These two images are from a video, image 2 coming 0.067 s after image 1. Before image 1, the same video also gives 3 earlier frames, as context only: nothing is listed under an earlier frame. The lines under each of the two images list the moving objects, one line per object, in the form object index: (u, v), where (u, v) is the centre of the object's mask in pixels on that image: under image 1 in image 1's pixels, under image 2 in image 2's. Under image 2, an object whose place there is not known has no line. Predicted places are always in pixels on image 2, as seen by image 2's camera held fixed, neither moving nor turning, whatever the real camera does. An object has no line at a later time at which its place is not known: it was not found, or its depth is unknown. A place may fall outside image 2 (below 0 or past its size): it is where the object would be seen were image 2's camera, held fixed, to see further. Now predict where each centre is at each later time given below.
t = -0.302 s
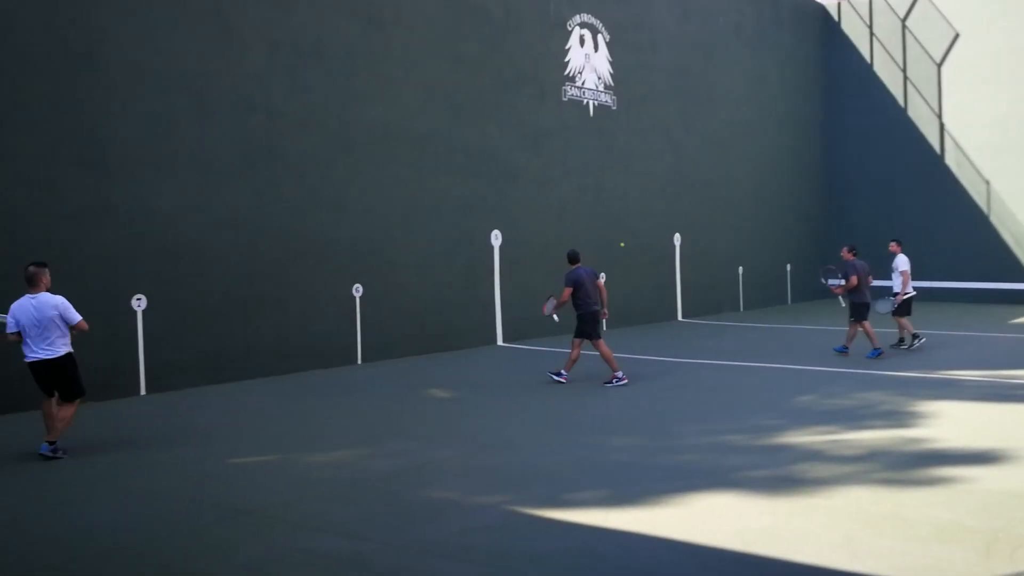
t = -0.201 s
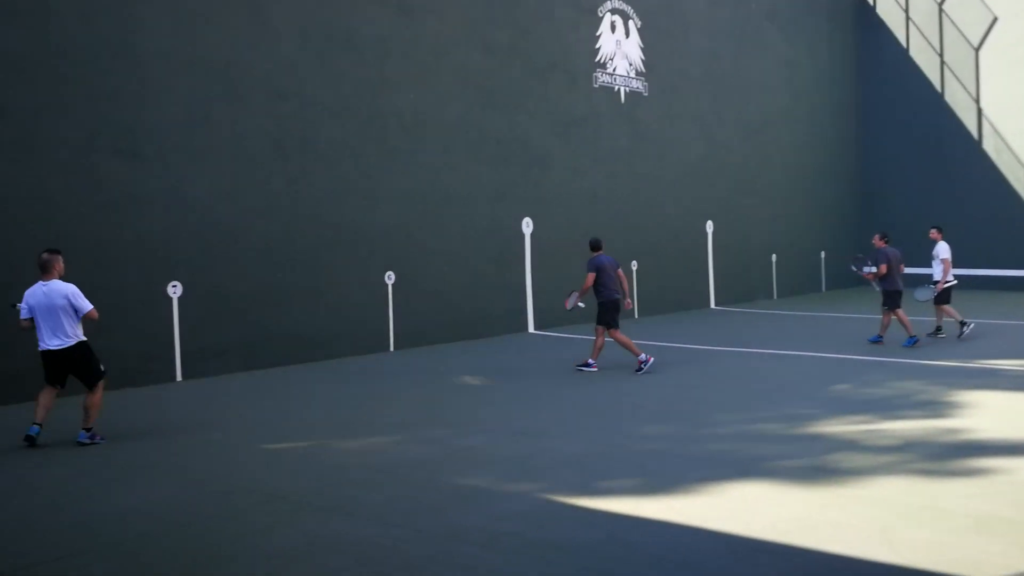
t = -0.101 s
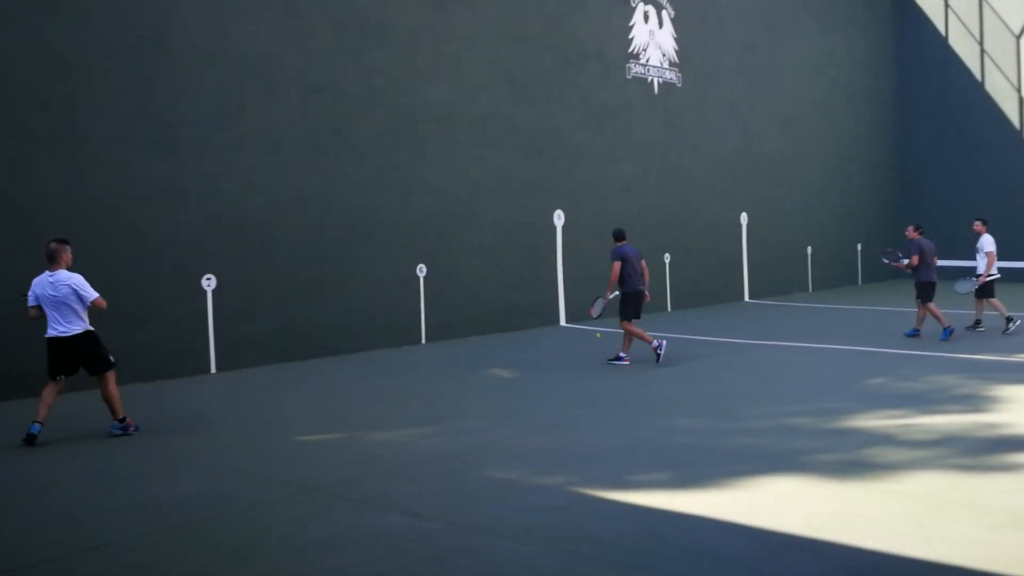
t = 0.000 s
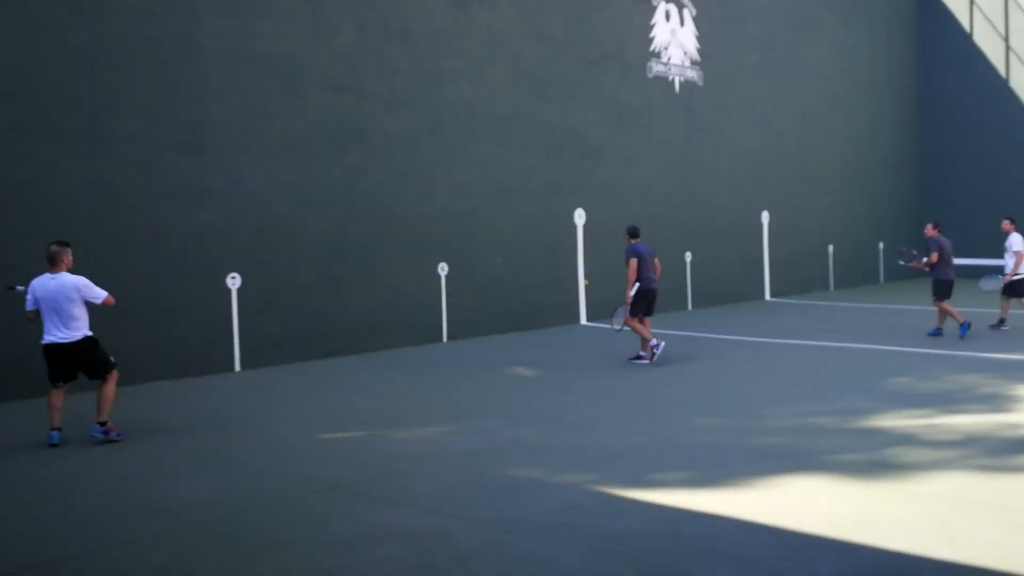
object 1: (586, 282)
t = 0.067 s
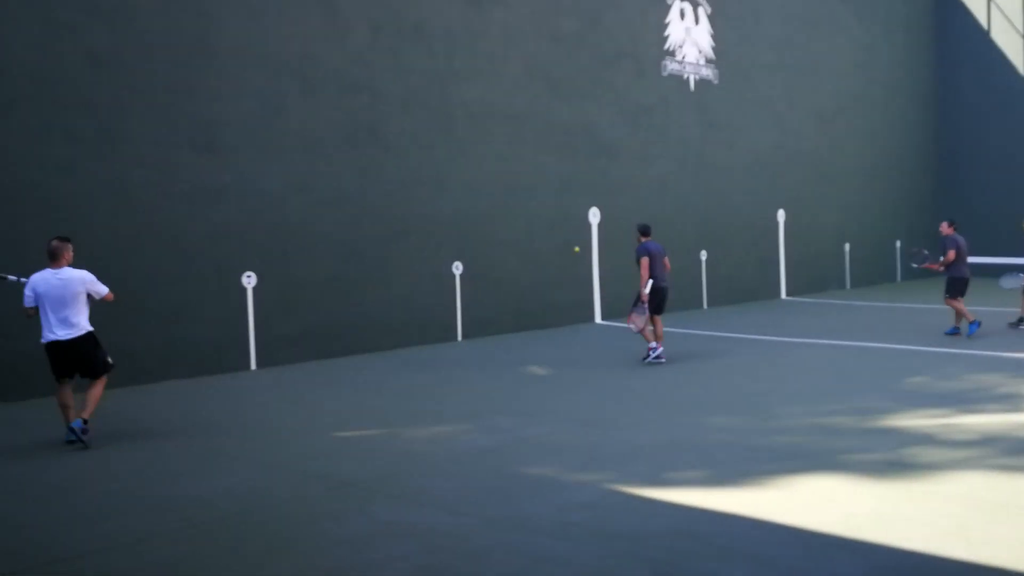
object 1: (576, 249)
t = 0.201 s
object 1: (525, 190)
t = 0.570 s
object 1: (354, 79)
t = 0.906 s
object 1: (141, 74)
